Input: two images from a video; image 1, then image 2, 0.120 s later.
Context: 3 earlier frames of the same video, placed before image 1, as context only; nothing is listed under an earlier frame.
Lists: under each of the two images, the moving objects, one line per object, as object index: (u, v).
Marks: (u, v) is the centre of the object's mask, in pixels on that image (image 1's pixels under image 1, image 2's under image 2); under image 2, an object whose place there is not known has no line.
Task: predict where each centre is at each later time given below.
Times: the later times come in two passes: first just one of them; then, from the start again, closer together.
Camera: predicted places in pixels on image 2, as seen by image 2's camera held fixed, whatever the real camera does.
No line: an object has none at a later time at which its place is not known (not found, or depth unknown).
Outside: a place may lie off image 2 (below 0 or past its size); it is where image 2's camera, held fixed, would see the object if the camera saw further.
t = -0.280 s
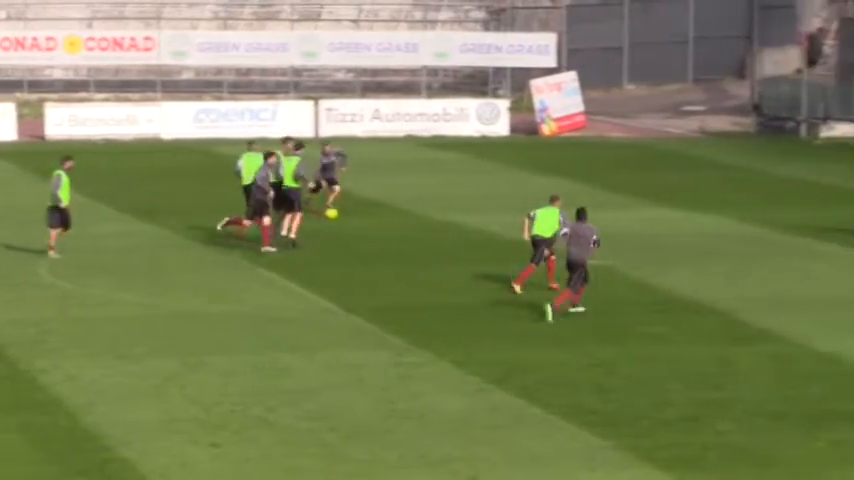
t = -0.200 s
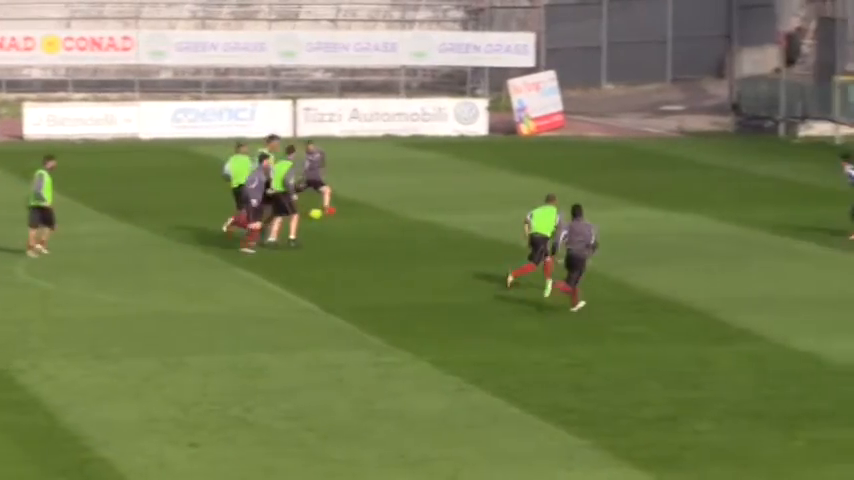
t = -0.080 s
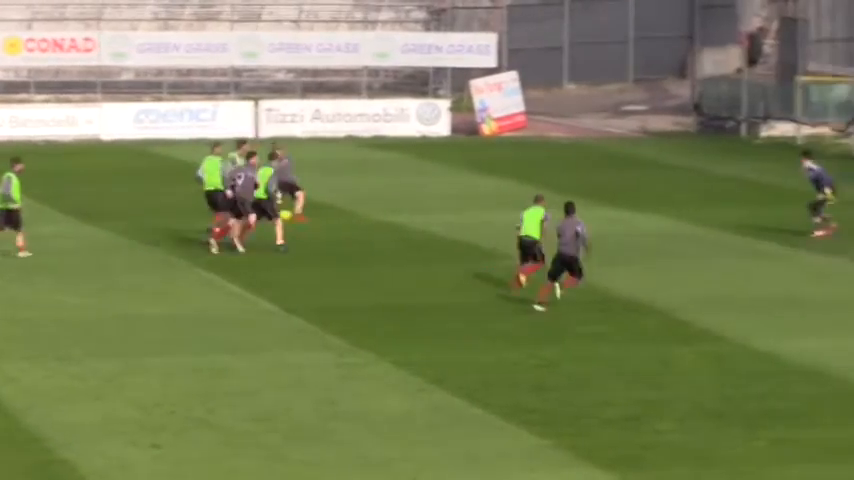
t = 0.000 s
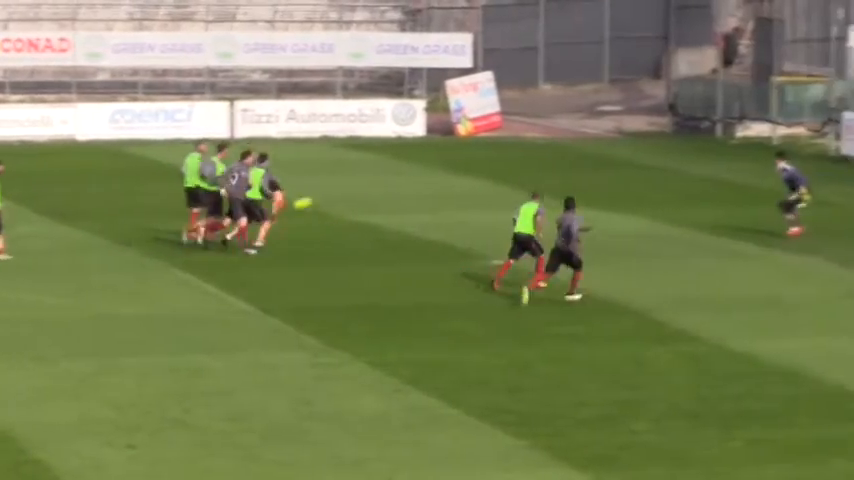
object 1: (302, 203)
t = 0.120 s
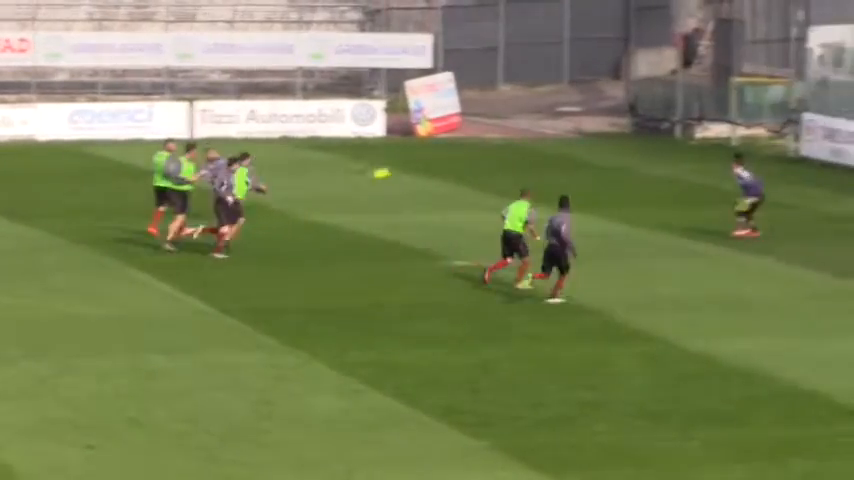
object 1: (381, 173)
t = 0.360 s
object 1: (623, 147)
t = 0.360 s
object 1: (623, 147)
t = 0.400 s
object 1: (666, 147)
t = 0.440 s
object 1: (708, 148)
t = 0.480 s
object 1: (751, 151)
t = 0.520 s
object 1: (794, 154)
